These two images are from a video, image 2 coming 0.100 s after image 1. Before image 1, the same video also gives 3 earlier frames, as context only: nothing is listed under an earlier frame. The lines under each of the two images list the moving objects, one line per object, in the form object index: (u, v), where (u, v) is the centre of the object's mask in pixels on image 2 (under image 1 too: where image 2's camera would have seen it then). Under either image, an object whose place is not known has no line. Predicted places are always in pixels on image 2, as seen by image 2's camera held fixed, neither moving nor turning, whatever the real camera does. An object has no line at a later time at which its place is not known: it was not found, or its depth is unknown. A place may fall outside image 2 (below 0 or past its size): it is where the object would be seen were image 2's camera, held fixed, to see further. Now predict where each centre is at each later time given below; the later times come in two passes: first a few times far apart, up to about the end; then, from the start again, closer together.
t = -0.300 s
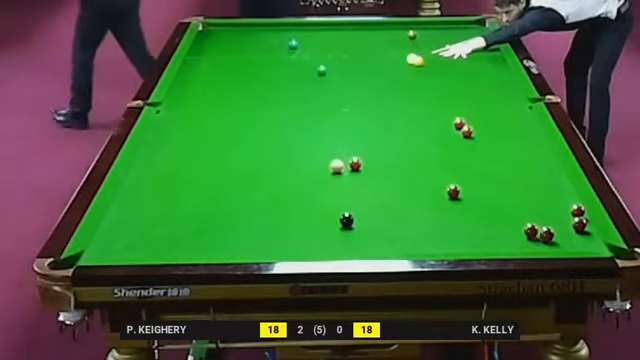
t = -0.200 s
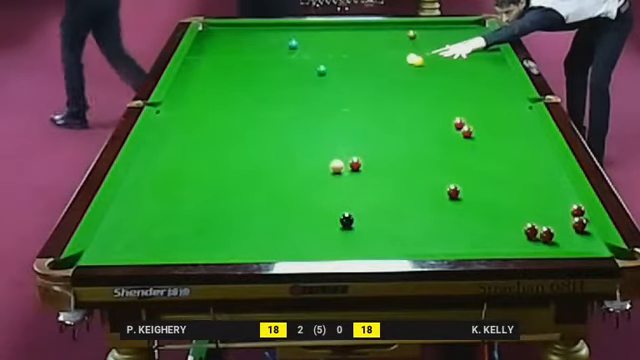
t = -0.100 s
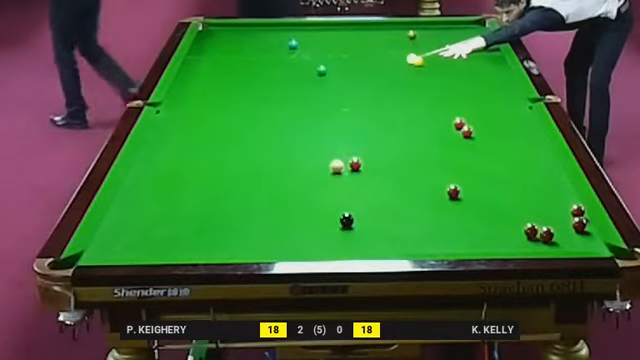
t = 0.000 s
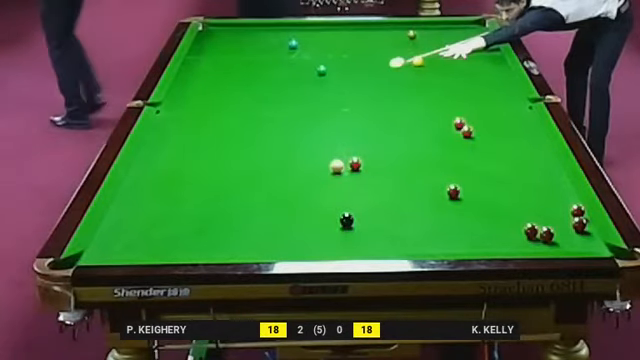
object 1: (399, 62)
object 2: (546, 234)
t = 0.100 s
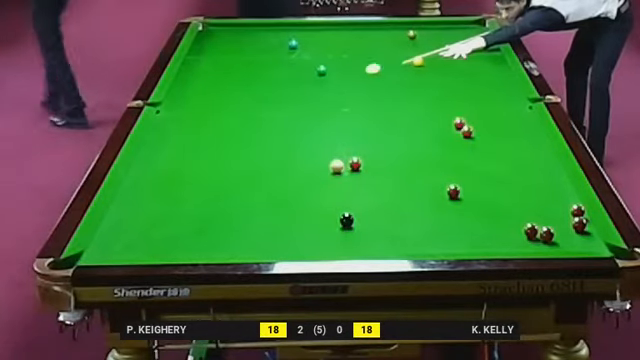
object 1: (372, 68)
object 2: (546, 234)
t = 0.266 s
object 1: (338, 77)
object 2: (546, 234)
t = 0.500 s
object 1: (289, 90)
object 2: (546, 234)
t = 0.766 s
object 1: (230, 105)
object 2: (546, 234)
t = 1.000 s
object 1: (175, 120)
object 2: (546, 234)
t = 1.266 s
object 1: (179, 134)
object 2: (546, 234)
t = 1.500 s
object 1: (209, 144)
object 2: (546, 234)
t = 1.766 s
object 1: (243, 156)
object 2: (546, 234)
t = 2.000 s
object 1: (274, 167)
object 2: (546, 234)
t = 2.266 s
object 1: (310, 179)
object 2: (546, 234)
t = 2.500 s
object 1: (341, 191)
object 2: (546, 234)
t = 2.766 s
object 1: (379, 203)
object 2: (546, 234)
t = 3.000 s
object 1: (413, 215)
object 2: (546, 234)
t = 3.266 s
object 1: (451, 228)
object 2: (546, 234)
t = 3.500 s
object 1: (487, 240)
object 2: (546, 234)
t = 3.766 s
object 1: (522, 246)
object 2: (546, 234)
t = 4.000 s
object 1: (540, 241)
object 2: (548, 232)
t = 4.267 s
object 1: (554, 238)
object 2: (550, 227)
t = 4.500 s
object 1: (563, 238)
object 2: (554, 225)
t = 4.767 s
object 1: (572, 237)
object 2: (557, 221)
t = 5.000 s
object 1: (578, 237)
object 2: (560, 218)
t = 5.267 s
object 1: (583, 236)
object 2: (562, 215)
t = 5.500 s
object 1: (586, 236)
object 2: (562, 214)
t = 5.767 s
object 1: (587, 236)
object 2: (563, 213)
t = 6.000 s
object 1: (587, 236)
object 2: (563, 213)
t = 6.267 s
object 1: (587, 236)
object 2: (563, 213)
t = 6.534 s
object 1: (587, 236)
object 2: (563, 213)
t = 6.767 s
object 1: (587, 236)
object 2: (563, 213)
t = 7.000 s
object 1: (588, 236)
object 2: (563, 213)
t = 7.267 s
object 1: (587, 236)
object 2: (563, 212)
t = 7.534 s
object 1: (587, 236)
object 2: (563, 214)
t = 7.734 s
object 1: (587, 236)
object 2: (563, 214)
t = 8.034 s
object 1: (587, 236)
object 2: (564, 215)
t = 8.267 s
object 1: (587, 236)
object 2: (564, 215)
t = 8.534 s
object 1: (587, 236)
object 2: (564, 215)
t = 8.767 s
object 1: (587, 236)
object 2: (564, 214)
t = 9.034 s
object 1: (587, 236)
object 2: (564, 214)
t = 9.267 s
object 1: (587, 236)
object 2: (564, 215)
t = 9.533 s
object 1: (587, 236)
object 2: (564, 215)
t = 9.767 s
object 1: (587, 236)
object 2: (564, 215)
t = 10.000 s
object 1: (587, 236)
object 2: (564, 215)
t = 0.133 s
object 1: (365, 70)
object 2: (546, 234)
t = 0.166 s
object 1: (358, 72)
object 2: (546, 234)
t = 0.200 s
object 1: (351, 74)
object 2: (546, 234)
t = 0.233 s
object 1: (345, 75)
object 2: (546, 234)
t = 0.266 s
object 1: (338, 77)
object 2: (546, 234)
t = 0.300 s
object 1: (332, 79)
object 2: (546, 234)
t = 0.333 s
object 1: (325, 81)
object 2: (546, 234)
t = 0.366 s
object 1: (317, 83)
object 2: (546, 234)
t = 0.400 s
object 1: (310, 85)
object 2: (546, 234)
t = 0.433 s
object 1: (303, 86)
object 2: (546, 234)
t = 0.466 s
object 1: (296, 88)
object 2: (546, 234)
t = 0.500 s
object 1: (289, 90)
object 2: (546, 234)
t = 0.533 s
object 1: (282, 92)
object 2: (546, 234)
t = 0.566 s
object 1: (275, 94)
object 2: (546, 234)
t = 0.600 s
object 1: (268, 96)
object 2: (546, 234)
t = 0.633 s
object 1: (260, 98)
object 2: (546, 234)
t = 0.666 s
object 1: (253, 100)
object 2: (546, 234)
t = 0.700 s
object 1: (245, 101)
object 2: (546, 234)
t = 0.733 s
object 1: (238, 103)
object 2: (546, 234)
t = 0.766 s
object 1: (230, 105)
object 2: (546, 234)
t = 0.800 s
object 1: (222, 107)
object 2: (546, 234)
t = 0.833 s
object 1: (215, 110)
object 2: (546, 234)
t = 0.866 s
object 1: (207, 112)
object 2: (546, 234)
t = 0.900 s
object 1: (199, 114)
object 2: (546, 234)
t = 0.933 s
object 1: (191, 116)
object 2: (546, 234)
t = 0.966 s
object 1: (182, 118)
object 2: (546, 234)
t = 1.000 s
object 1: (175, 120)
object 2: (546, 234)
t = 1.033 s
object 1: (167, 122)
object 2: (546, 234)
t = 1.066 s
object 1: (159, 124)
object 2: (546, 234)
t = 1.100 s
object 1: (157, 126)
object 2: (546, 234)
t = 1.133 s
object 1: (162, 128)
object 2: (546, 234)
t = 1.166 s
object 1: (167, 129)
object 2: (546, 234)
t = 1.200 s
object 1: (171, 131)
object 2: (546, 234)
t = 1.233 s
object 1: (175, 132)
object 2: (546, 234)
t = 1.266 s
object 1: (179, 134)
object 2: (546, 234)
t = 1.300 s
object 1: (184, 135)
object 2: (546, 234)
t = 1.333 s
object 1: (188, 136)
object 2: (546, 234)
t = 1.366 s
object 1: (192, 138)
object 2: (546, 234)
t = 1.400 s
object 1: (196, 139)
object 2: (546, 234)
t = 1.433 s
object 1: (200, 141)
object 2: (546, 234)
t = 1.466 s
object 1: (204, 142)
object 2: (546, 234)
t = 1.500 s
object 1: (209, 144)
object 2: (546, 234)
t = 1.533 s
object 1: (213, 145)
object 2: (546, 234)
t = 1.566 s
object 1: (217, 147)
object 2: (546, 234)
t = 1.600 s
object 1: (222, 148)
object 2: (546, 234)
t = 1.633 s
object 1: (225, 150)
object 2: (546, 234)
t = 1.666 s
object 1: (230, 151)
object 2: (546, 234)
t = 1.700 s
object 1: (234, 153)
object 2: (546, 234)
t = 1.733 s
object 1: (238, 154)
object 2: (546, 234)
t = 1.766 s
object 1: (243, 156)
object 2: (546, 234)
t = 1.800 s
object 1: (247, 157)
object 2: (546, 234)
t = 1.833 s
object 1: (252, 159)
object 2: (546, 234)
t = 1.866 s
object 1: (256, 160)
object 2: (546, 234)
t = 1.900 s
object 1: (260, 162)
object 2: (546, 234)
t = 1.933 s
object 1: (265, 164)
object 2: (546, 234)
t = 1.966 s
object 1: (269, 166)
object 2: (546, 234)
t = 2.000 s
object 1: (274, 167)
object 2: (546, 234)
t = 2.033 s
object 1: (278, 168)
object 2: (546, 234)
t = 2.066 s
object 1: (282, 170)
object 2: (546, 234)
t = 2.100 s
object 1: (287, 172)
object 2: (546, 234)
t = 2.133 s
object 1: (291, 173)
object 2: (546, 234)
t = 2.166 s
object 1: (296, 175)
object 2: (546, 234)
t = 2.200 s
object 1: (300, 176)
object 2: (546, 234)
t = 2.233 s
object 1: (305, 178)
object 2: (546, 234)
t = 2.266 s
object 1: (310, 179)
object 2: (546, 234)
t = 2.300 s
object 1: (314, 181)
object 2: (546, 234)
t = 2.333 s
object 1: (319, 183)
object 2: (546, 234)
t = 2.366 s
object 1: (323, 184)
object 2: (546, 234)
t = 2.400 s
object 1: (328, 186)
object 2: (546, 234)
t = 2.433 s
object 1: (332, 187)
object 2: (546, 234)
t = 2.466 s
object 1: (337, 189)
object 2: (546, 234)
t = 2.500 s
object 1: (341, 191)
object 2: (546, 234)
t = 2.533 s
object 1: (346, 192)
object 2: (546, 234)
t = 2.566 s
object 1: (351, 194)
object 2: (546, 234)
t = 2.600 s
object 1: (355, 195)
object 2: (546, 234)
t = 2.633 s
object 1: (360, 197)
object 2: (546, 234)
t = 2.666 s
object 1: (365, 198)
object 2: (546, 234)
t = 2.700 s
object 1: (369, 200)
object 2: (546, 234)
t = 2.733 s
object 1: (374, 202)
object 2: (546, 234)
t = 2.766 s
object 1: (379, 203)
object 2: (546, 234)
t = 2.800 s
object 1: (384, 205)
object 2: (546, 234)
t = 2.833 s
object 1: (389, 207)
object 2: (546, 234)
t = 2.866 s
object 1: (393, 208)
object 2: (546, 234)
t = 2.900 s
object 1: (398, 210)
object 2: (546, 234)
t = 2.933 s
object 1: (403, 212)
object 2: (546, 234)
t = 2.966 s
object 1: (407, 213)
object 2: (546, 234)
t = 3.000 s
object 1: (413, 215)
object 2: (546, 234)
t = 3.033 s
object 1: (418, 217)
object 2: (546, 234)
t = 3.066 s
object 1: (422, 218)
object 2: (546, 234)
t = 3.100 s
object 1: (427, 220)
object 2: (546, 234)
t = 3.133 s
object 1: (432, 222)
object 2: (546, 234)
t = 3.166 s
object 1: (437, 223)
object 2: (546, 234)
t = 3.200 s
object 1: (442, 225)
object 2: (546, 234)
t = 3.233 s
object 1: (447, 227)
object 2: (546, 234)
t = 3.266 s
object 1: (451, 228)
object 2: (546, 234)
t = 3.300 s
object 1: (457, 230)
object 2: (546, 234)
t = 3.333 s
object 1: (461, 231)
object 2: (546, 234)
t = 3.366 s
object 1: (466, 233)
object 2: (546, 234)
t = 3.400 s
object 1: (471, 234)
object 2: (546, 234)
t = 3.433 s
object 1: (476, 236)
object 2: (546, 234)
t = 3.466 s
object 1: (481, 238)
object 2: (546, 234)
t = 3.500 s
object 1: (487, 240)
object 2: (546, 234)
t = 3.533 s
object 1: (491, 241)
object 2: (546, 234)
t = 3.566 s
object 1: (496, 242)
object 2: (546, 234)
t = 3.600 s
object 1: (501, 243)
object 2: (546, 234)
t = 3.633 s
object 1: (505, 244)
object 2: (546, 234)
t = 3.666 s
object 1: (510, 246)
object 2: (546, 234)
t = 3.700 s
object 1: (515, 247)
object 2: (546, 234)
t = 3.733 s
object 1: (519, 247)
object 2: (546, 234)
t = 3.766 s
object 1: (522, 246)
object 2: (546, 234)
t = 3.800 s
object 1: (524, 245)
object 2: (546, 234)
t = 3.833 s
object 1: (527, 244)
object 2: (546, 234)
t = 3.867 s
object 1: (530, 244)
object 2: (546, 234)
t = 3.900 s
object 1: (533, 243)
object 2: (546, 234)
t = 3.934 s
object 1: (536, 243)
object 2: (547, 234)
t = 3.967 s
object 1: (538, 242)
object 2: (547, 233)
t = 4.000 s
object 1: (540, 241)
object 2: (548, 232)
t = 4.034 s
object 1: (543, 240)
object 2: (548, 231)
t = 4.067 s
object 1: (544, 239)
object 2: (549, 230)
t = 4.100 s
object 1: (546, 239)
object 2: (549, 229)
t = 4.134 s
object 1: (548, 239)
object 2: (549, 229)
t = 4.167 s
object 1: (549, 239)
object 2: (549, 228)
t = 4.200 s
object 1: (551, 239)
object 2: (550, 228)
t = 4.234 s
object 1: (552, 239)
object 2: (550, 227)
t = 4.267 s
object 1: (554, 238)
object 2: (550, 227)
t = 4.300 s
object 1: (555, 238)
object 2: (551, 227)
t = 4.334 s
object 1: (557, 238)
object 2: (551, 226)
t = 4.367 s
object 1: (558, 238)
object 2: (552, 226)
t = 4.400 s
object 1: (559, 238)
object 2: (552, 226)
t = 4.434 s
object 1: (561, 238)
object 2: (553, 226)
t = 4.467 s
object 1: (562, 238)
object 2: (553, 225)
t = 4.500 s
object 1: (563, 238)
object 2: (554, 225)
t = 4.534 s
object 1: (564, 238)
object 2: (555, 225)
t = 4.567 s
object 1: (566, 238)
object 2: (555, 224)
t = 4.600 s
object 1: (567, 238)
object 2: (556, 224)
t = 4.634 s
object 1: (568, 237)
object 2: (556, 223)
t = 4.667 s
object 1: (569, 237)
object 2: (557, 223)
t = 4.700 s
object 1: (570, 237)
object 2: (557, 223)
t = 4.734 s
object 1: (571, 237)
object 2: (557, 221)
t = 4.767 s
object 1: (572, 237)
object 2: (557, 221)
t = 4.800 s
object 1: (573, 237)
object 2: (558, 220)
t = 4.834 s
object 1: (574, 237)
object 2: (558, 220)
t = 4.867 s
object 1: (575, 237)
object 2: (559, 220)
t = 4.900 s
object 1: (576, 237)
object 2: (559, 219)
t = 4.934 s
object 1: (577, 237)
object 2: (559, 219)
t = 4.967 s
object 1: (577, 237)
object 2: (560, 218)
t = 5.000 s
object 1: (578, 237)
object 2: (560, 218)
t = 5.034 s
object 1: (579, 237)
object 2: (560, 218)
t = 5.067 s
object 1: (579, 237)
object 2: (560, 218)
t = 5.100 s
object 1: (580, 237)
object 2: (560, 217)
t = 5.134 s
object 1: (581, 236)
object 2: (561, 217)
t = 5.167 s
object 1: (582, 236)
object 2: (561, 216)
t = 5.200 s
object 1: (582, 237)
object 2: (561, 216)
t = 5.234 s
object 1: (583, 236)
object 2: (561, 216)
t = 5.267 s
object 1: (583, 236)
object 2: (562, 215)
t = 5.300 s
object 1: (584, 236)
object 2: (562, 215)
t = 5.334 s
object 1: (584, 236)
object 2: (562, 215)
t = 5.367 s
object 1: (585, 236)
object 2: (562, 215)
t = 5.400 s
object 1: (585, 236)
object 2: (562, 215)
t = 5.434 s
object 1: (585, 236)
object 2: (562, 214)
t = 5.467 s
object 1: (585, 236)
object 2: (562, 214)
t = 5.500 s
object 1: (586, 236)
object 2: (562, 214)
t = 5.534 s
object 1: (586, 236)
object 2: (563, 215)
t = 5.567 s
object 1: (586, 236)
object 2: (563, 214)
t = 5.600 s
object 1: (586, 236)
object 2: (563, 214)
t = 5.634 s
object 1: (587, 236)
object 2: (563, 214)
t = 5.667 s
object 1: (587, 236)
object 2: (563, 214)
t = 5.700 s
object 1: (587, 236)
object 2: (563, 214)
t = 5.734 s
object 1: (587, 236)
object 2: (563, 213)
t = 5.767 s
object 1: (587, 236)
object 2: (563, 213)
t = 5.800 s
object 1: (587, 236)
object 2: (563, 213)
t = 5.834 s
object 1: (587, 236)
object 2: (563, 213)
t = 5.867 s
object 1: (587, 236)
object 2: (563, 213)
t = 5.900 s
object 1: (587, 236)
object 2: (563, 213)
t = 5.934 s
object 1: (587, 236)
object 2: (563, 213)
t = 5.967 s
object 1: (587, 236)
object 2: (563, 213)
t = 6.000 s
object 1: (587, 236)
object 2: (563, 213)
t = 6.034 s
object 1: (587, 236)
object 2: (563, 213)
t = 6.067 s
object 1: (587, 236)
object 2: (563, 213)
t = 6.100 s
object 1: (587, 236)
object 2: (563, 213)
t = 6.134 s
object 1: (587, 236)
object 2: (563, 213)
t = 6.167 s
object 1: (587, 236)
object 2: (563, 213)
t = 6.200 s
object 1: (587, 236)
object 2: (563, 213)
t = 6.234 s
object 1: (587, 236)
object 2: (563, 213)
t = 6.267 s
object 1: (587, 236)
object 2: (563, 213)
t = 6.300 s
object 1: (587, 236)
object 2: (563, 213)
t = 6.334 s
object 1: (587, 236)
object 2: (563, 213)
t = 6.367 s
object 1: (587, 236)
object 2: (563, 213)
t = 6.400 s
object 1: (587, 236)
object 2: (563, 213)
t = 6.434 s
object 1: (587, 236)
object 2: (563, 213)
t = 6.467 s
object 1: (587, 236)
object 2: (563, 213)
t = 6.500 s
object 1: (587, 236)
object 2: (563, 213)
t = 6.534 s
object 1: (587, 236)
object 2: (563, 213)
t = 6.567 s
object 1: (587, 236)
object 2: (563, 213)
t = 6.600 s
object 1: (587, 236)
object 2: (563, 213)
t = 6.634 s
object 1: (587, 236)
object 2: (563, 213)
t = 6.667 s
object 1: (587, 236)
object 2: (563, 213)
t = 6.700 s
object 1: (587, 236)
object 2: (563, 213)
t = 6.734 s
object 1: (587, 236)
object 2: (563, 213)
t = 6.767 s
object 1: (587, 236)
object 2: (563, 213)
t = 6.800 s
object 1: (587, 236)
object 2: (563, 213)
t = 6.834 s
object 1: (587, 236)
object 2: (563, 213)
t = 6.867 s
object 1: (587, 236)
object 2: (563, 213)
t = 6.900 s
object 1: (588, 236)
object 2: (563, 213)
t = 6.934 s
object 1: (588, 236)
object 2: (563, 213)
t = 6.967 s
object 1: (587, 236)
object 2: (563, 213)
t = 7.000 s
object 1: (588, 236)
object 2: (563, 213)
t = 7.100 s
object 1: (587, 236)
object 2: (563, 213)
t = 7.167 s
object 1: (588, 236)
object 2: (563, 213)
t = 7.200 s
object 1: (587, 236)
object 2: (563, 213)
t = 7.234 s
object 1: (587, 236)
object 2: (563, 213)
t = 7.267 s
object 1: (587, 236)
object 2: (563, 212)
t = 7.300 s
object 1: (587, 236)
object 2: (563, 212)
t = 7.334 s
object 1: (587, 236)
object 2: (563, 212)
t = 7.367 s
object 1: (587, 236)
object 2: (563, 214)
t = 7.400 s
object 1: (587, 236)
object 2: (563, 214)
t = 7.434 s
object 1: (587, 236)
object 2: (563, 214)
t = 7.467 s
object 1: (587, 236)
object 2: (563, 214)
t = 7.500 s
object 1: (587, 236)
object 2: (563, 214)
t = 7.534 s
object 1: (587, 236)
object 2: (563, 214)
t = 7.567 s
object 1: (587, 236)
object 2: (563, 214)
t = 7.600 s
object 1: (587, 236)
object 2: (563, 214)
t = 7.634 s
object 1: (587, 236)
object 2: (563, 214)
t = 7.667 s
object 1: (587, 236)
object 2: (563, 214)
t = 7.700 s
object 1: (587, 236)
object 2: (563, 214)
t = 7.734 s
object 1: (587, 236)
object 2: (563, 214)
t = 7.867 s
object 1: (587, 236)
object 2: (564, 214)
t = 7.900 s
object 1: (587, 236)
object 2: (564, 215)
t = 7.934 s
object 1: (587, 236)
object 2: (564, 215)
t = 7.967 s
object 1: (587, 236)
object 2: (564, 215)
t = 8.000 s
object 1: (587, 236)
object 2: (564, 215)
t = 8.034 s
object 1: (587, 236)
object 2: (564, 215)
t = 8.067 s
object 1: (587, 236)
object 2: (564, 215)
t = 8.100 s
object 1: (587, 236)
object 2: (564, 215)
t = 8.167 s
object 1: (587, 236)
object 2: (564, 215)
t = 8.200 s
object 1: (587, 236)
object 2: (564, 215)
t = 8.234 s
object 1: (587, 236)
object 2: (564, 215)
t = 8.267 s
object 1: (587, 236)
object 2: (564, 215)
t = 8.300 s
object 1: (587, 236)
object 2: (564, 215)
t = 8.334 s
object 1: (587, 236)
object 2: (564, 215)
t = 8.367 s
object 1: (587, 236)
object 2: (564, 215)
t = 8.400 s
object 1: (587, 236)
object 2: (564, 215)
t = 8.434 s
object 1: (587, 236)
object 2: (564, 215)
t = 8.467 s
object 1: (587, 236)
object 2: (564, 215)
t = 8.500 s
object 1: (587, 236)
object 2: (564, 215)
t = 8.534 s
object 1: (587, 236)
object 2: (564, 215)
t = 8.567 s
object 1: (587, 236)
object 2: (564, 215)
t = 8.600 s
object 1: (587, 236)
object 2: (564, 215)
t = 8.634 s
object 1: (587, 236)
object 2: (564, 215)
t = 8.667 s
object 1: (587, 236)
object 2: (564, 214)
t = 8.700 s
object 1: (587, 236)
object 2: (564, 215)
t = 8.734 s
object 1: (587, 236)
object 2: (564, 214)
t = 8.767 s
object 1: (587, 236)
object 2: (564, 214)
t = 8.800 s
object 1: (587, 236)
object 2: (564, 214)
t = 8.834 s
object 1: (587, 236)
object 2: (564, 214)
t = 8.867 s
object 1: (587, 236)
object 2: (564, 214)
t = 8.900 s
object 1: (587, 236)
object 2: (564, 214)
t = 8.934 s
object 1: (587, 236)
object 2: (564, 214)
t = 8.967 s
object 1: (587, 236)
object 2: (564, 214)
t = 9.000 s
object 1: (587, 236)
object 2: (564, 214)
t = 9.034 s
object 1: (587, 236)
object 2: (564, 214)
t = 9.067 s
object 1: (587, 236)
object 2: (564, 214)
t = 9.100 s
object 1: (587, 236)
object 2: (564, 214)
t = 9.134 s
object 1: (587, 236)
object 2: (563, 213)
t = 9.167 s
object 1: (587, 236)
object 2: (563, 213)
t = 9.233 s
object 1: (587, 236)
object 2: (564, 215)
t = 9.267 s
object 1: (587, 236)
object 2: (564, 215)
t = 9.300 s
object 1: (587, 236)
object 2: (564, 215)
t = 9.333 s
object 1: (587, 236)
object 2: (564, 215)
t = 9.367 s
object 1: (587, 236)
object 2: (564, 215)
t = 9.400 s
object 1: (587, 236)
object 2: (564, 215)
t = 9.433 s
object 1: (587, 236)
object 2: (564, 215)
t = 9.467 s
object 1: (587, 236)
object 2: (564, 215)
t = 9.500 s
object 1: (587, 236)
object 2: (564, 215)
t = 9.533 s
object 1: (587, 236)
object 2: (564, 215)
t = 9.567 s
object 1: (587, 236)
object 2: (564, 215)
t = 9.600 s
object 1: (587, 236)
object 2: (564, 215)
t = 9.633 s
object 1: (587, 236)
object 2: (564, 215)
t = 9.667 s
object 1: (587, 236)
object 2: (564, 215)
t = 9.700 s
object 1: (587, 236)
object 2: (564, 215)
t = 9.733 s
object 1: (587, 236)
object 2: (564, 215)
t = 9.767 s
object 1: (587, 236)
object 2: (564, 215)
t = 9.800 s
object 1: (587, 236)
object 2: (564, 215)
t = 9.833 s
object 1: (587, 236)
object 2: (564, 215)
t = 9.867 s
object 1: (587, 236)
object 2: (564, 215)
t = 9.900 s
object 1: (587, 236)
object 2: (564, 215)
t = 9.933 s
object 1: (587, 236)
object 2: (564, 215)
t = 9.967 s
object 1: (587, 236)
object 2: (564, 215)
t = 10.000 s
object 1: (587, 236)
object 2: (564, 215)
